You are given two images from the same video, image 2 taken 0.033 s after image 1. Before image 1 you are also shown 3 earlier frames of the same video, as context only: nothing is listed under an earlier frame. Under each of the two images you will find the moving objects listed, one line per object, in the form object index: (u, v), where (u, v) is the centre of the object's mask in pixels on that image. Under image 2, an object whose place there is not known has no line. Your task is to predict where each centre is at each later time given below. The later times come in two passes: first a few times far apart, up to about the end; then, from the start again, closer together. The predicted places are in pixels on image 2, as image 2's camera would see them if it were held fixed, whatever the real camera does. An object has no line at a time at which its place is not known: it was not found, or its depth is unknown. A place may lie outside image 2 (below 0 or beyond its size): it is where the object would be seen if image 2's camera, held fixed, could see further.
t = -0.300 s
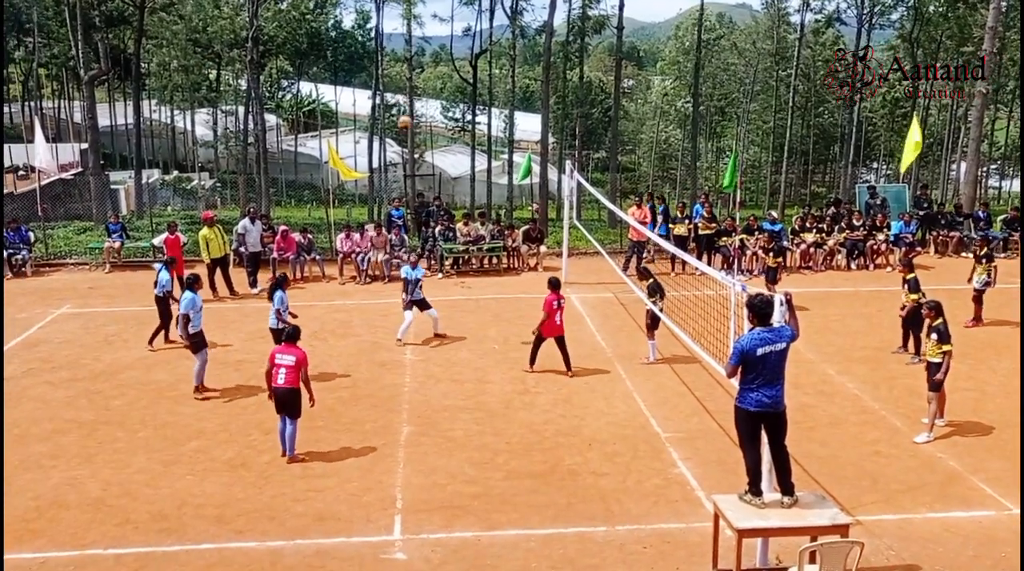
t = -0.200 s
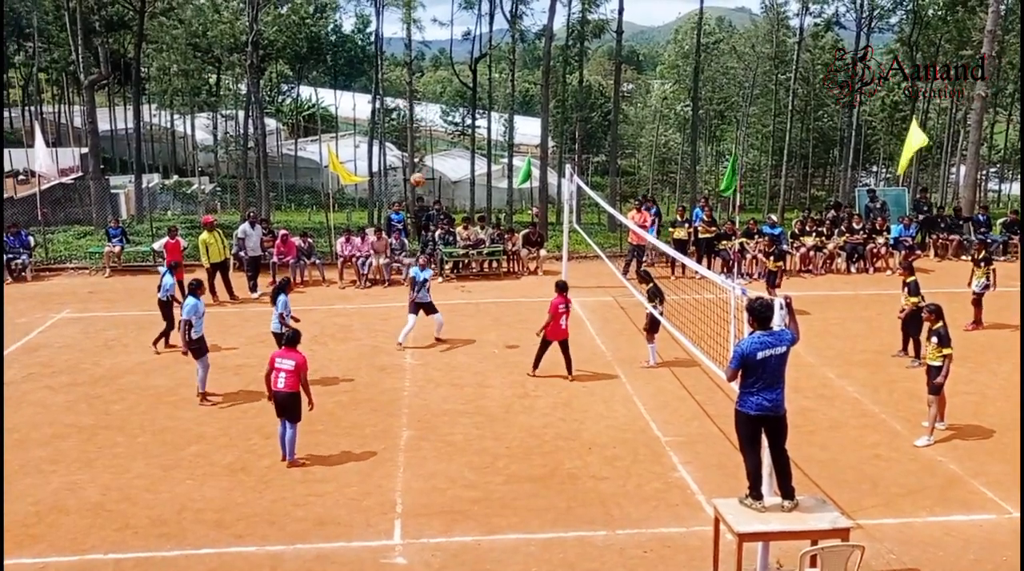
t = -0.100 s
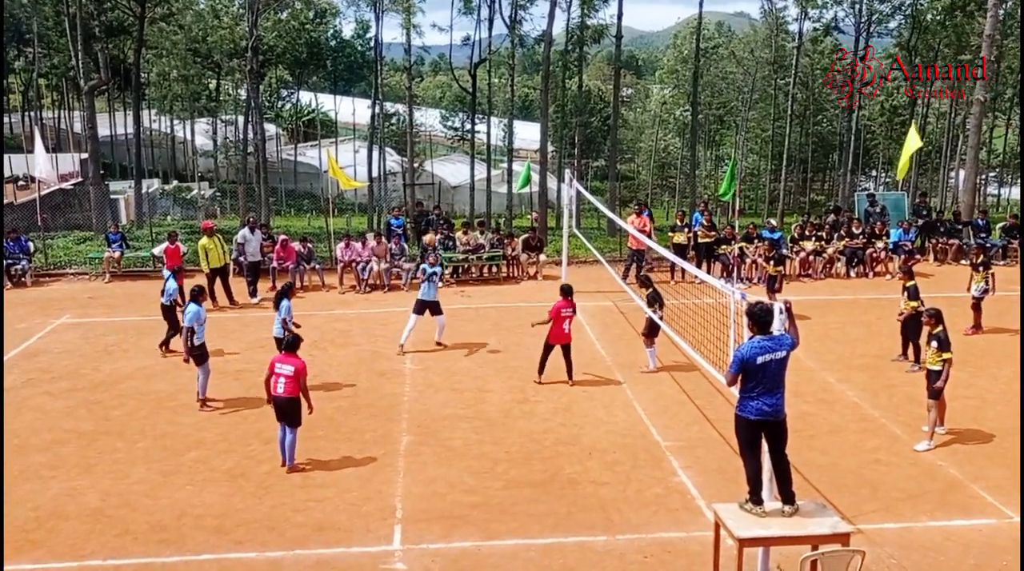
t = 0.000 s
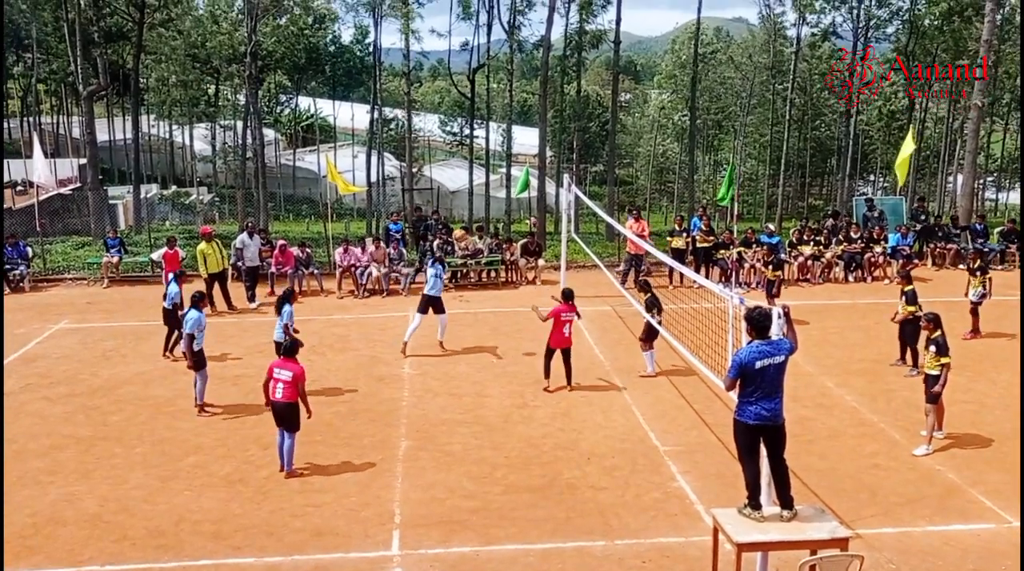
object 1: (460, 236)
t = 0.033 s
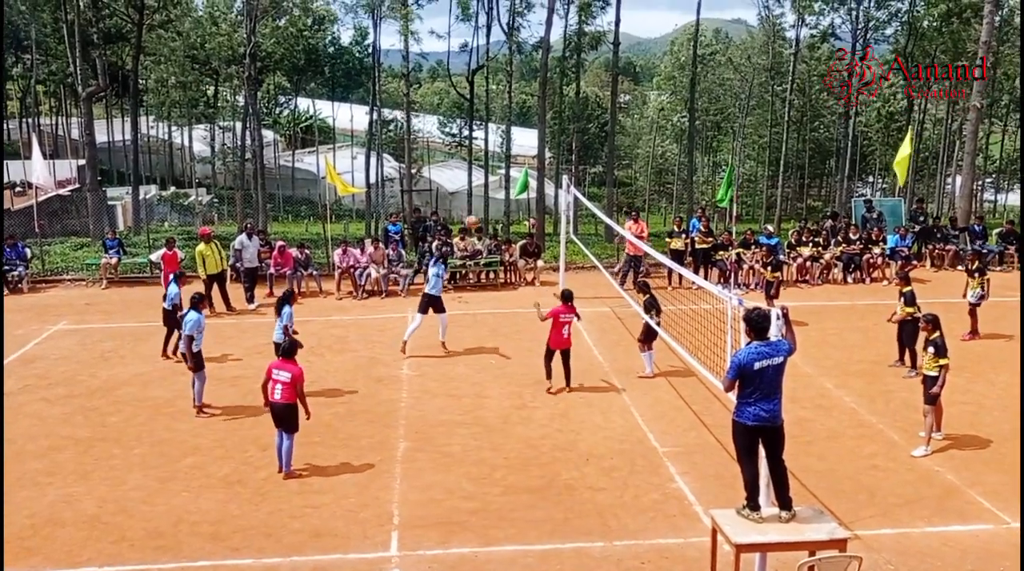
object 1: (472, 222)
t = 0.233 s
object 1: (554, 149)
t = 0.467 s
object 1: (646, 98)
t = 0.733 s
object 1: (745, 84)
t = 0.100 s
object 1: (499, 195)
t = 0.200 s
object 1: (540, 159)
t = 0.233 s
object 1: (554, 149)
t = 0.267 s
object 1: (568, 139)
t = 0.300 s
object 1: (580, 131)
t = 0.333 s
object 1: (594, 122)
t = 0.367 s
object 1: (606, 116)
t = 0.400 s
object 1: (621, 109)
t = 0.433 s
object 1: (633, 104)
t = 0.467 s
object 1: (646, 98)
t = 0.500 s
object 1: (659, 94)
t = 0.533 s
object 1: (671, 90)
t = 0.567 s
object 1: (683, 87)
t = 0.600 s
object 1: (697, 85)
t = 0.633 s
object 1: (709, 84)
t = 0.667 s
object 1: (722, 83)
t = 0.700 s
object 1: (734, 82)
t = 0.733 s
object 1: (745, 84)
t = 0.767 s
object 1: (758, 85)
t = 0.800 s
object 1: (770, 87)
